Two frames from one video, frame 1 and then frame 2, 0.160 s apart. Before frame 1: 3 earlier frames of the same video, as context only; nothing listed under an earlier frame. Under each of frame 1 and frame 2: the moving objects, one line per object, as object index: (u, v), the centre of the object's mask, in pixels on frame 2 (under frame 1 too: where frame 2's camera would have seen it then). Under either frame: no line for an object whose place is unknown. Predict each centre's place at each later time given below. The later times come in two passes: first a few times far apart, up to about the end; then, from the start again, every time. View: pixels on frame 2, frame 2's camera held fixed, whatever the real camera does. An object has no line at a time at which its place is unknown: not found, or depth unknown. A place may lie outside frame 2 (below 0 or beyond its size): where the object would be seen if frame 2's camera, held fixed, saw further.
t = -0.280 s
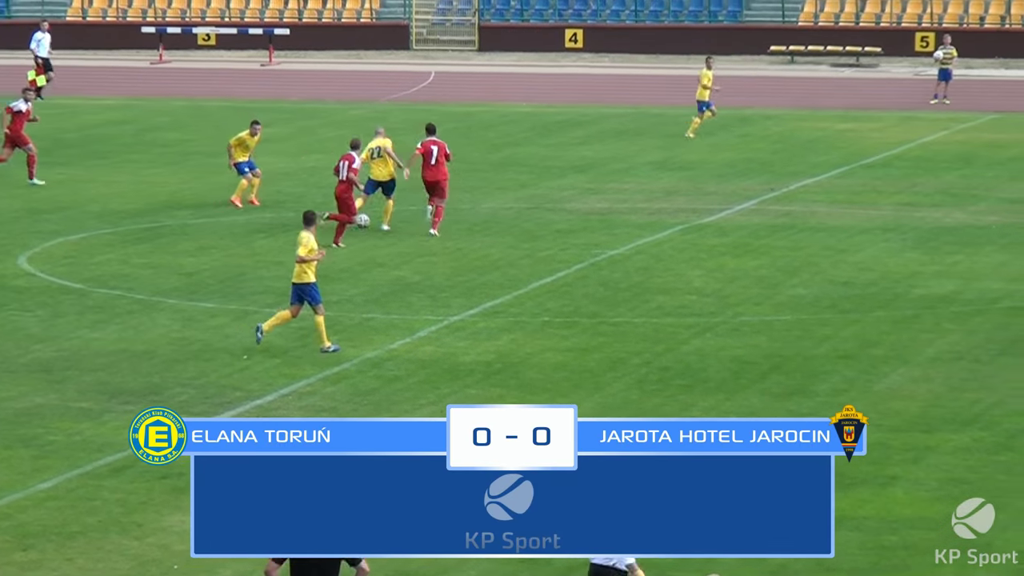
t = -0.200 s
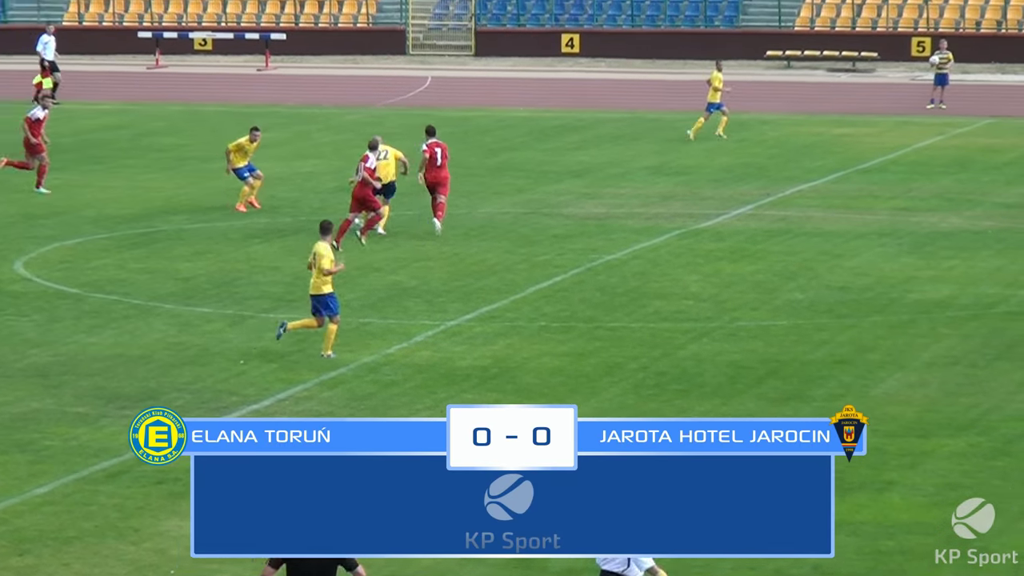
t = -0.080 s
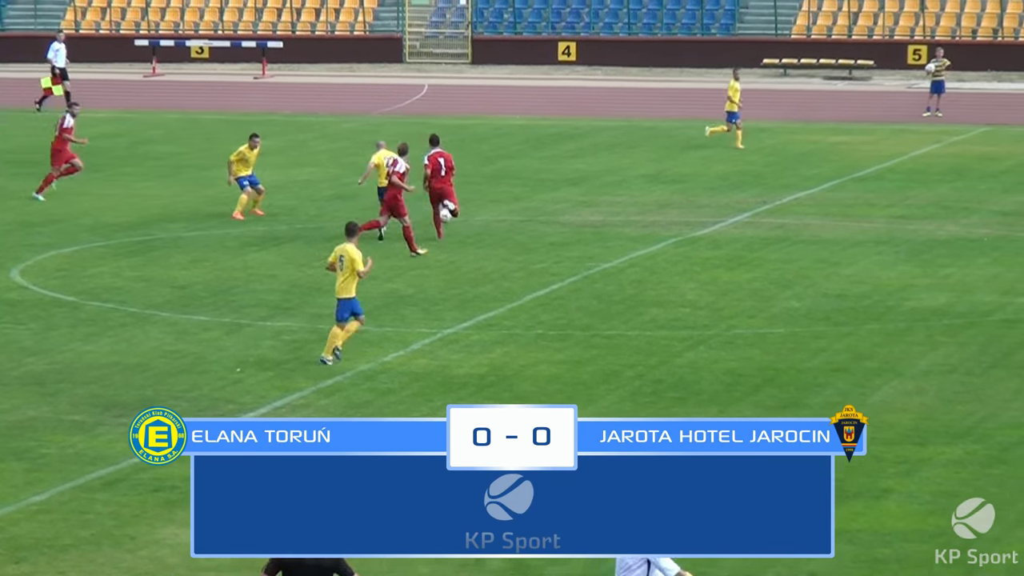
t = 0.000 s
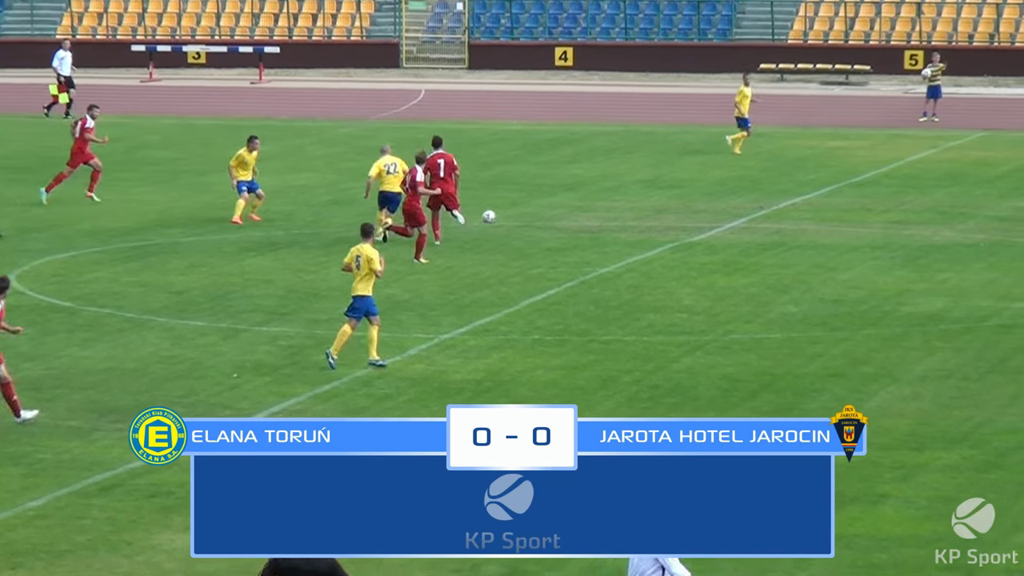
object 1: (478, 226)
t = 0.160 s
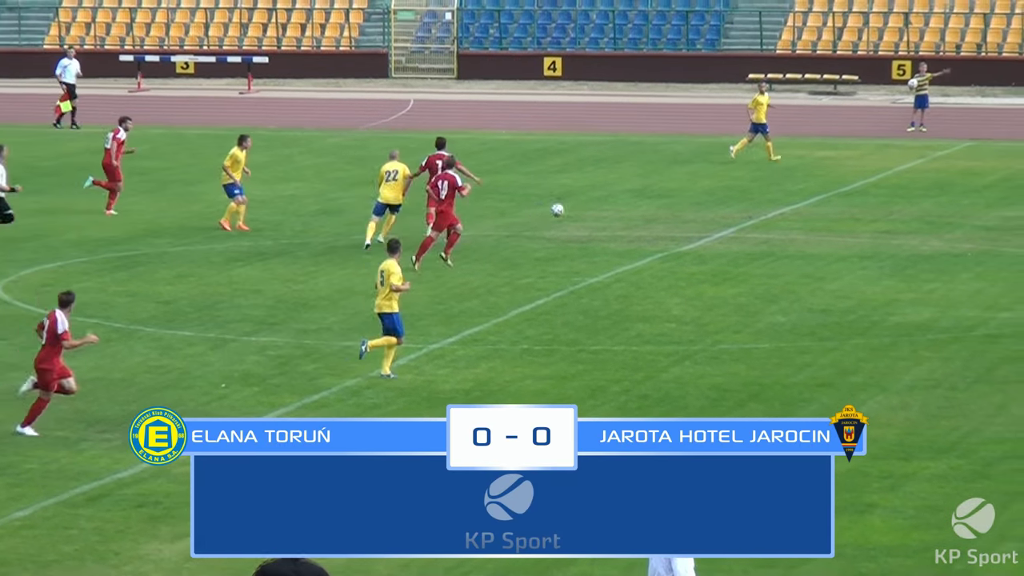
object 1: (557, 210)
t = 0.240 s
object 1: (595, 209)
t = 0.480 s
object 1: (686, 195)
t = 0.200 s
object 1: (577, 209)
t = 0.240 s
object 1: (595, 209)
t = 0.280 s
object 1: (611, 206)
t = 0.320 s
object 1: (627, 201)
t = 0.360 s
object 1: (642, 198)
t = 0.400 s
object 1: (657, 195)
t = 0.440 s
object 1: (671, 194)
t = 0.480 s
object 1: (686, 195)
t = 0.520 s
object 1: (700, 196)
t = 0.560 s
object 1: (712, 194)
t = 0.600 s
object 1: (723, 191)
